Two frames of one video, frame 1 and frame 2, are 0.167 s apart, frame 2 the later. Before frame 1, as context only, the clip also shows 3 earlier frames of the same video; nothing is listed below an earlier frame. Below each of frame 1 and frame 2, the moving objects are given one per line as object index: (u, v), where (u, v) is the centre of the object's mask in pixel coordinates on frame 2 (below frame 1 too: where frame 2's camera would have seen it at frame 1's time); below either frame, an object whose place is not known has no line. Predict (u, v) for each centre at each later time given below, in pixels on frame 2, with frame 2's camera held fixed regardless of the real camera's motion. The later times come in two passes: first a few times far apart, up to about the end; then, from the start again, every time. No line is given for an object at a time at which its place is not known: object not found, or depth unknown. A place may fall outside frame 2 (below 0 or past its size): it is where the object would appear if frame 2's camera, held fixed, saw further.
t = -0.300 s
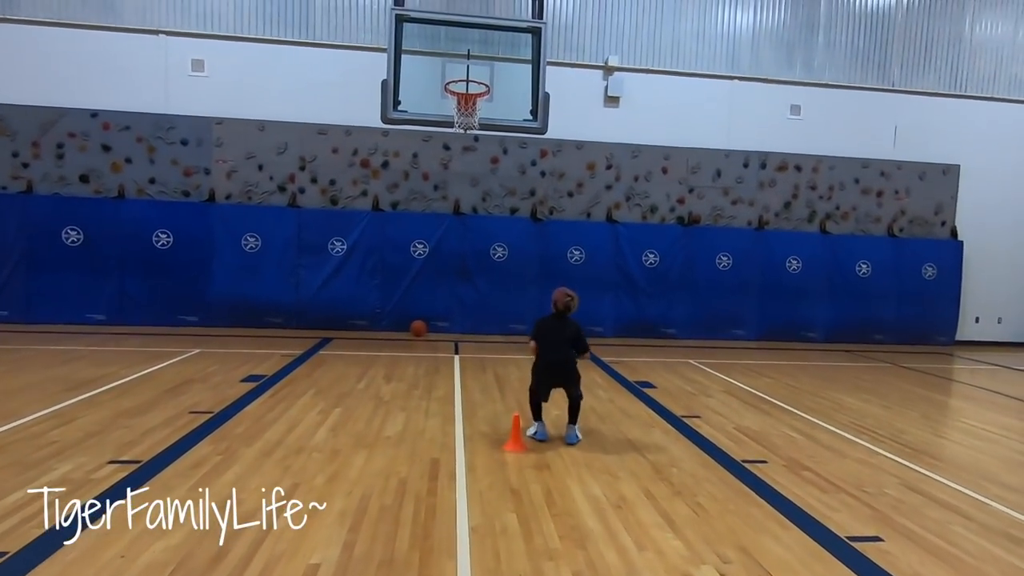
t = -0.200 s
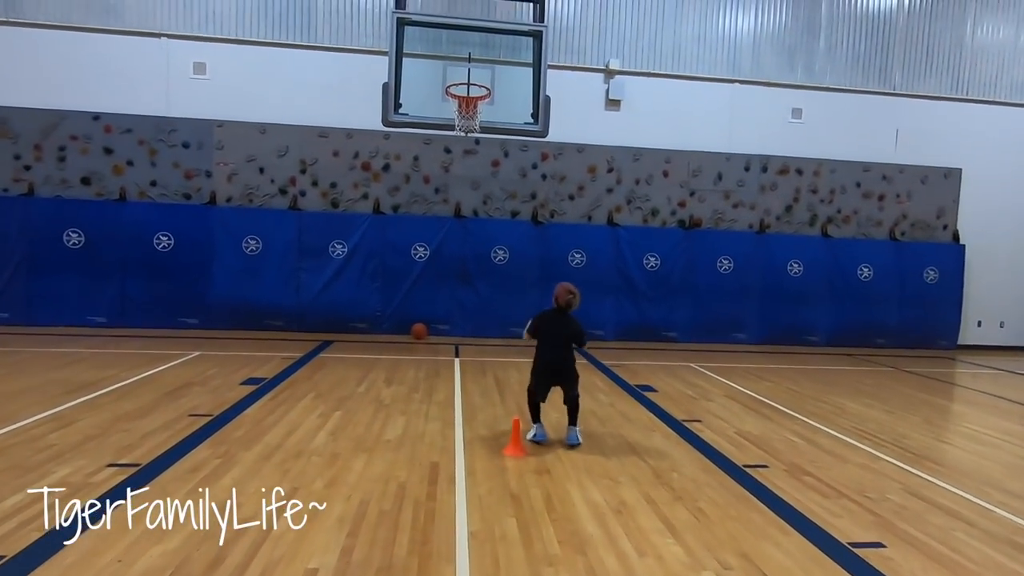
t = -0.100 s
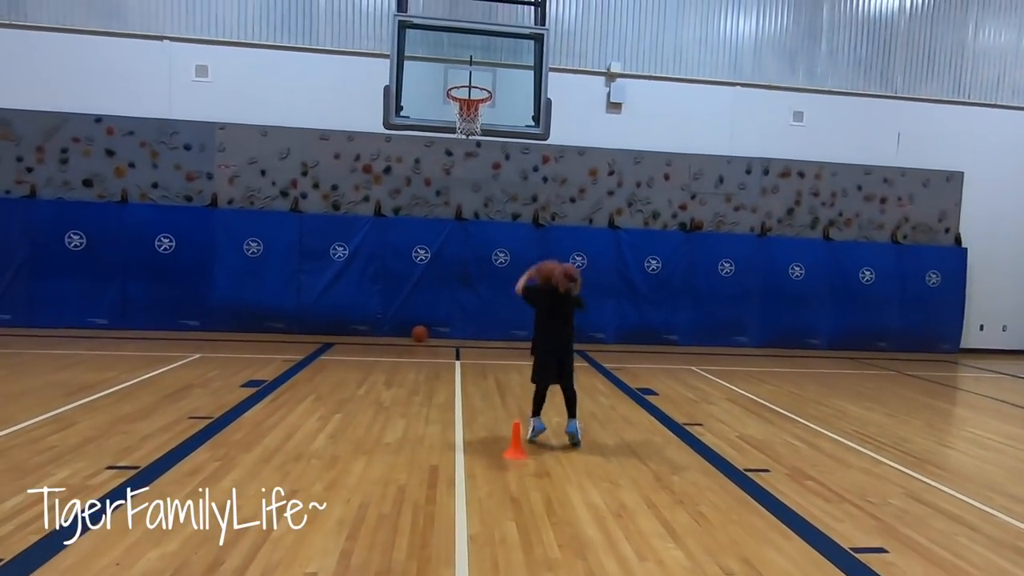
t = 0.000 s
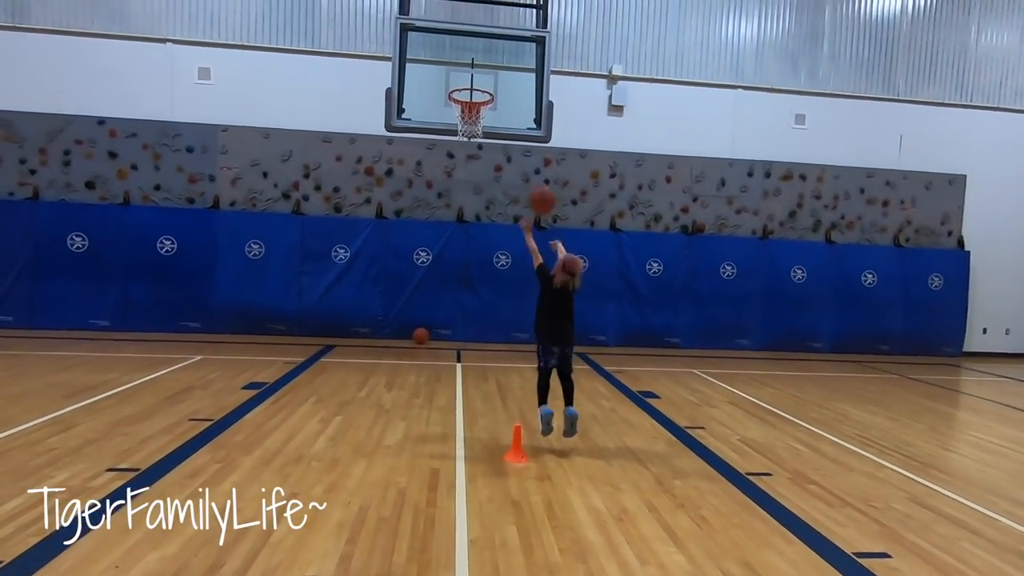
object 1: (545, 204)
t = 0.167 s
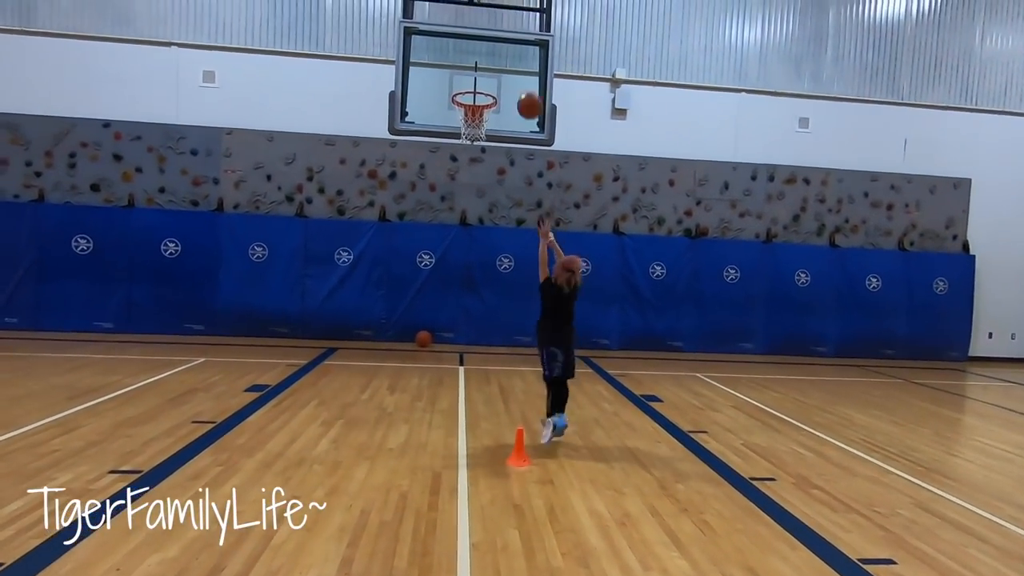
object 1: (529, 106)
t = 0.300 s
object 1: (518, 62)
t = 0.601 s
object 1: (495, 42)
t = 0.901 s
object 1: (475, 89)
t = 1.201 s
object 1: (469, 128)
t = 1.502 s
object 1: (472, 200)
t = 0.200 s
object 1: (527, 92)
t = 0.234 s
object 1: (524, 80)
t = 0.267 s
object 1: (521, 70)
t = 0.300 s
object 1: (518, 62)
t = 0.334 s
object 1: (516, 54)
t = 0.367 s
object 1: (513, 48)
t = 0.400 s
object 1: (510, 44)
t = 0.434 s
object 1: (507, 41)
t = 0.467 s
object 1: (505, 39)
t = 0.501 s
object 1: (502, 38)
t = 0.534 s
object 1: (500, 39)
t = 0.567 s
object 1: (497, 40)
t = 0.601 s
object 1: (495, 42)
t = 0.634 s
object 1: (492, 46)
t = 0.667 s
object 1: (490, 50)
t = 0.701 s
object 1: (488, 55)
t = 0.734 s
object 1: (485, 62)
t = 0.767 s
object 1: (483, 68)
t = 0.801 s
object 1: (481, 75)
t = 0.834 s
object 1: (479, 80)
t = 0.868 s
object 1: (477, 83)
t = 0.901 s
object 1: (475, 89)
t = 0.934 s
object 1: (473, 96)
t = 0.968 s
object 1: (472, 104)
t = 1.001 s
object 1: (468, 111)
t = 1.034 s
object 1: (467, 119)
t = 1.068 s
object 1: (467, 121)
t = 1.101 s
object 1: (469, 126)
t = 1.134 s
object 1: (469, 126)
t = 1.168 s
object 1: (469, 126)
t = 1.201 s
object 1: (469, 128)
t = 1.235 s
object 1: (470, 130)
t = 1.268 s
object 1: (470, 135)
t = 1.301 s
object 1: (471, 141)
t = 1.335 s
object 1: (471, 149)
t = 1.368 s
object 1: (472, 157)
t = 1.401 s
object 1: (472, 166)
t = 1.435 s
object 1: (472, 178)
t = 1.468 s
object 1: (472, 188)
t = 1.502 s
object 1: (472, 200)
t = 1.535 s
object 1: (471, 215)
